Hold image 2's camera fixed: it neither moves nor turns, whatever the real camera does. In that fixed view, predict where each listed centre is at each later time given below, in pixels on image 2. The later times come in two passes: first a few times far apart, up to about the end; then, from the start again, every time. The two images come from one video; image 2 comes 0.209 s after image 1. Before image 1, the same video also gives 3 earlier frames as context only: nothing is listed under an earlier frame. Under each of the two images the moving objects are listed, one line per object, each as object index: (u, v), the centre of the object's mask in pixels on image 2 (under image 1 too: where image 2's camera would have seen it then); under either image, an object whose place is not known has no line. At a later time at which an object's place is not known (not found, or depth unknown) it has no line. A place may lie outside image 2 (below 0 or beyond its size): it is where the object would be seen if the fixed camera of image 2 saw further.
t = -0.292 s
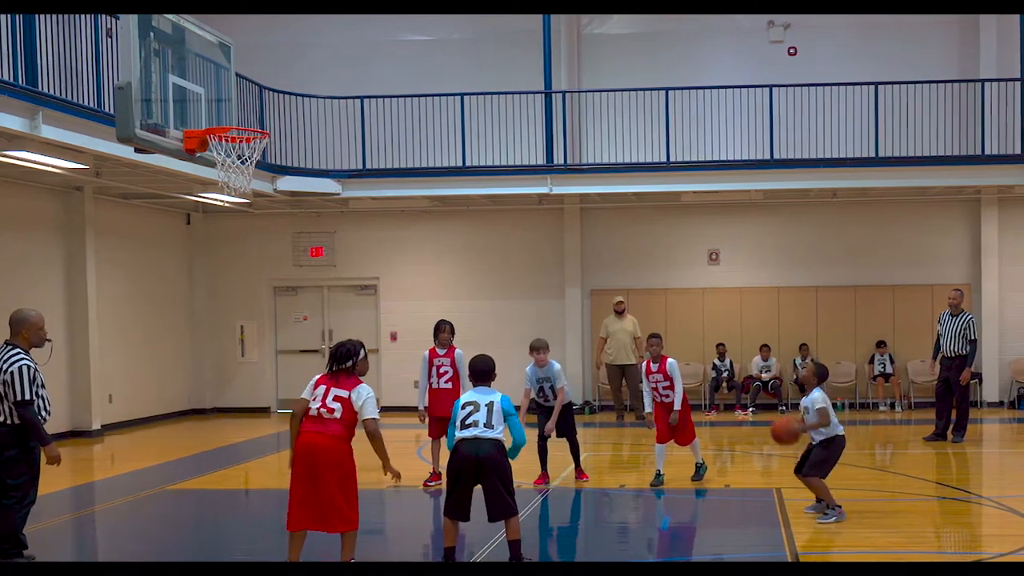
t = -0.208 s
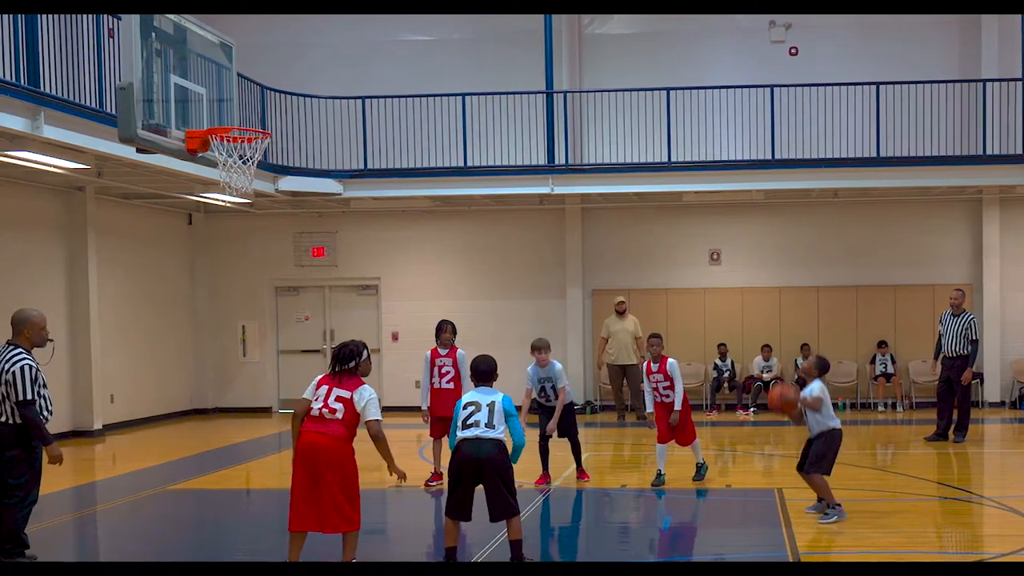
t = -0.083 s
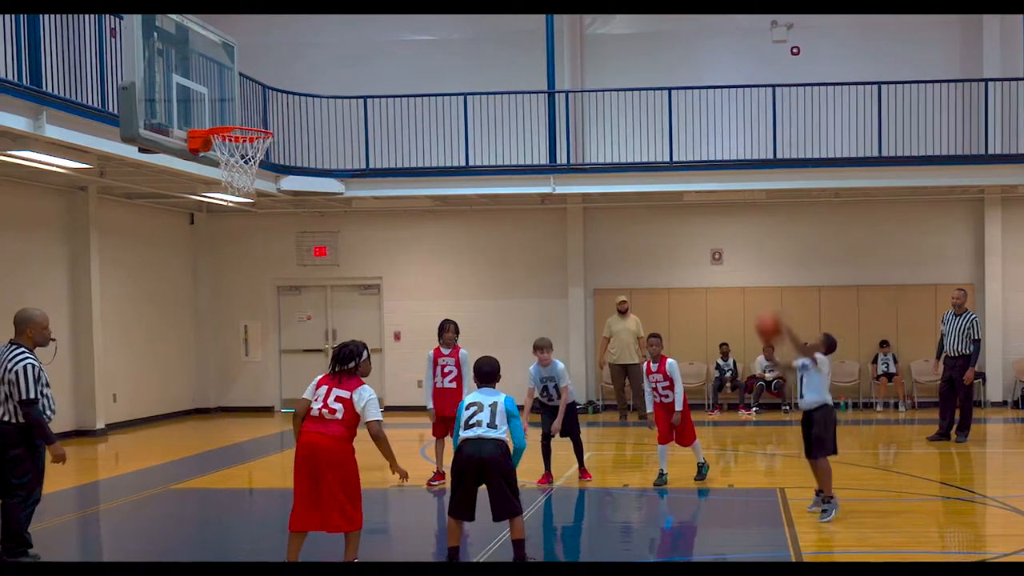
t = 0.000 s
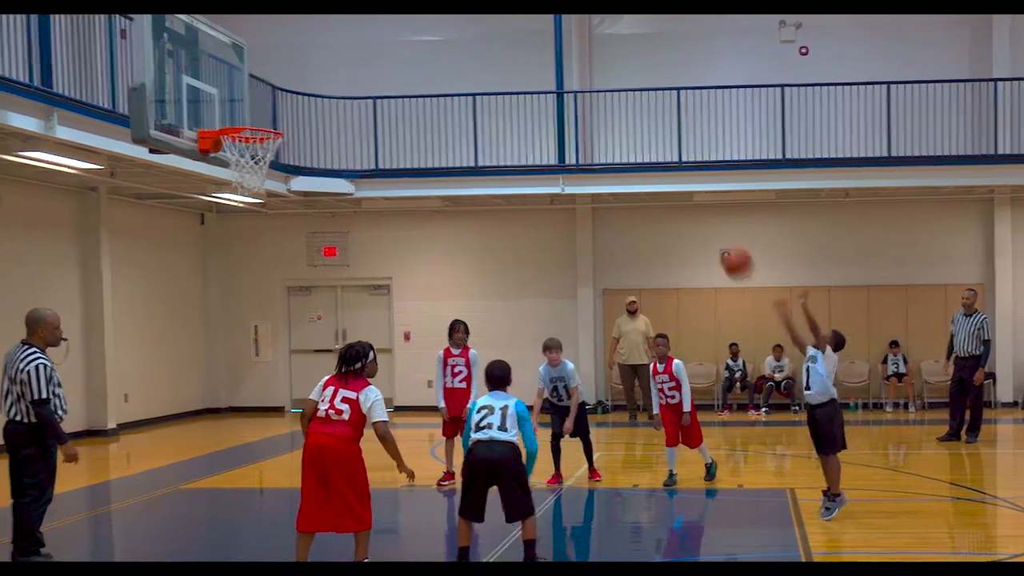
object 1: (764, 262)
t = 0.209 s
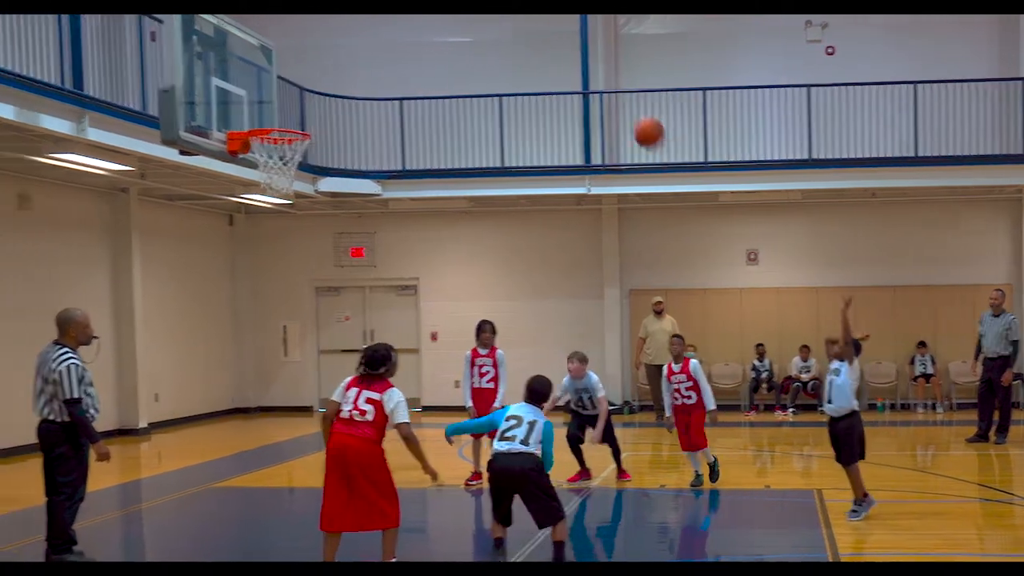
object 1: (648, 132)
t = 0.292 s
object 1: (603, 94)
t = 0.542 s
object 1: (469, 34)
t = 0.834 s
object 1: (316, 61)
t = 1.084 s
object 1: (250, 90)
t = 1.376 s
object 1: (327, 95)
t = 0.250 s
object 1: (626, 112)
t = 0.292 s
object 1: (603, 94)
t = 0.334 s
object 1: (581, 79)
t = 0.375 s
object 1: (558, 66)
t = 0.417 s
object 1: (536, 55)
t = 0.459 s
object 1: (514, 46)
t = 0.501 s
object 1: (492, 39)
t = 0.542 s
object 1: (469, 34)
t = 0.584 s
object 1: (448, 31)
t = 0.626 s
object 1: (426, 30)
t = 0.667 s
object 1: (404, 32)
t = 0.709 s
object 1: (382, 36)
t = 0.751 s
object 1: (359, 42)
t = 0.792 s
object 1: (337, 50)
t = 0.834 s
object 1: (316, 61)
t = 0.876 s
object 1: (293, 75)
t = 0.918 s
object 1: (271, 90)
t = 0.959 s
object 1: (250, 109)
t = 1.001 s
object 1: (232, 109)
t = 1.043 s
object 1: (239, 98)
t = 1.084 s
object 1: (250, 90)
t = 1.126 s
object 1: (260, 84)
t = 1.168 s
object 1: (271, 80)
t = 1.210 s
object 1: (283, 78)
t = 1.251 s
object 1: (294, 79)
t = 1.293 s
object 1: (305, 82)
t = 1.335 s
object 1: (316, 87)
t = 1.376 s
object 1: (327, 95)
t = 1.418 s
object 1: (338, 106)
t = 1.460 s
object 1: (349, 119)
